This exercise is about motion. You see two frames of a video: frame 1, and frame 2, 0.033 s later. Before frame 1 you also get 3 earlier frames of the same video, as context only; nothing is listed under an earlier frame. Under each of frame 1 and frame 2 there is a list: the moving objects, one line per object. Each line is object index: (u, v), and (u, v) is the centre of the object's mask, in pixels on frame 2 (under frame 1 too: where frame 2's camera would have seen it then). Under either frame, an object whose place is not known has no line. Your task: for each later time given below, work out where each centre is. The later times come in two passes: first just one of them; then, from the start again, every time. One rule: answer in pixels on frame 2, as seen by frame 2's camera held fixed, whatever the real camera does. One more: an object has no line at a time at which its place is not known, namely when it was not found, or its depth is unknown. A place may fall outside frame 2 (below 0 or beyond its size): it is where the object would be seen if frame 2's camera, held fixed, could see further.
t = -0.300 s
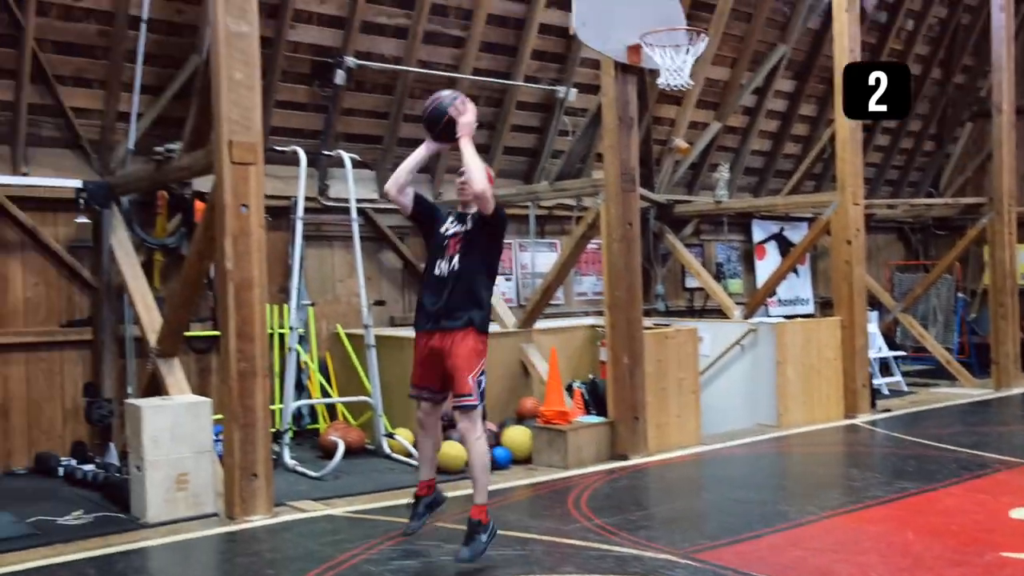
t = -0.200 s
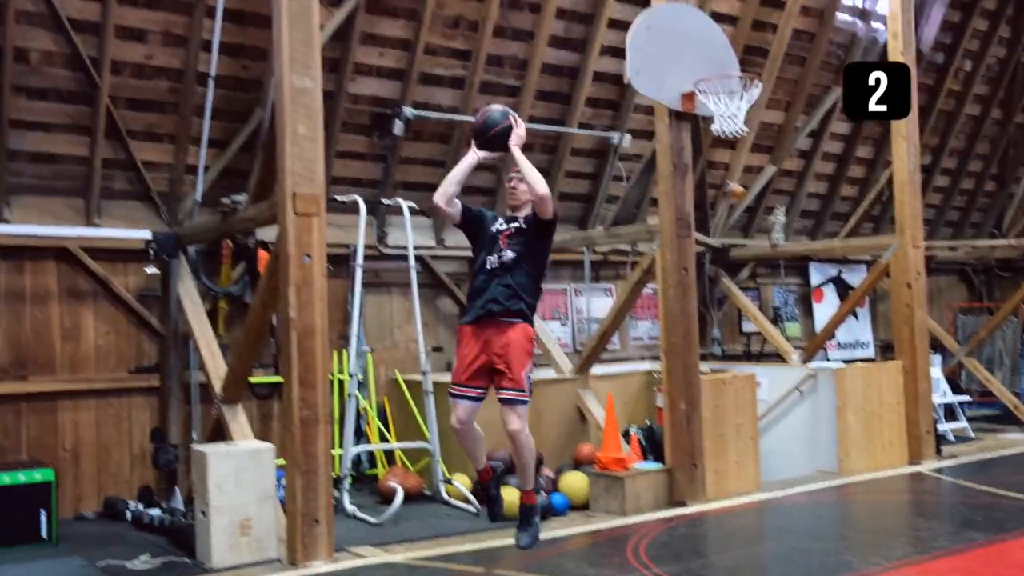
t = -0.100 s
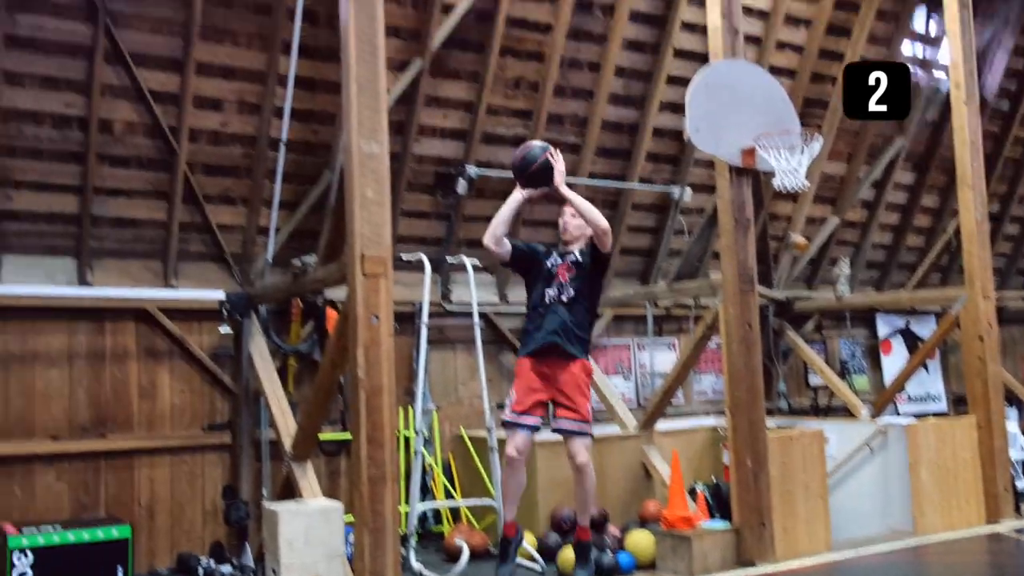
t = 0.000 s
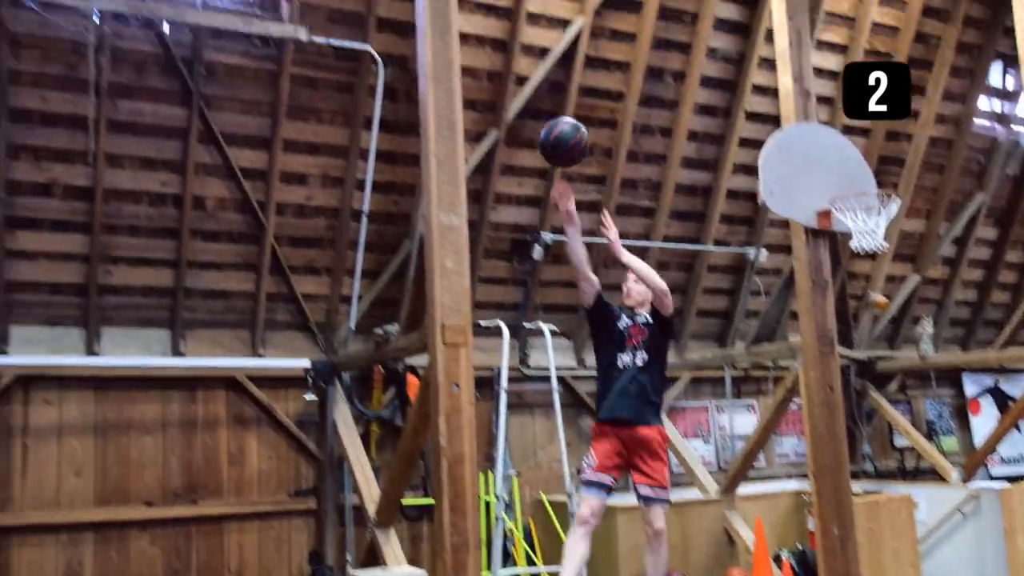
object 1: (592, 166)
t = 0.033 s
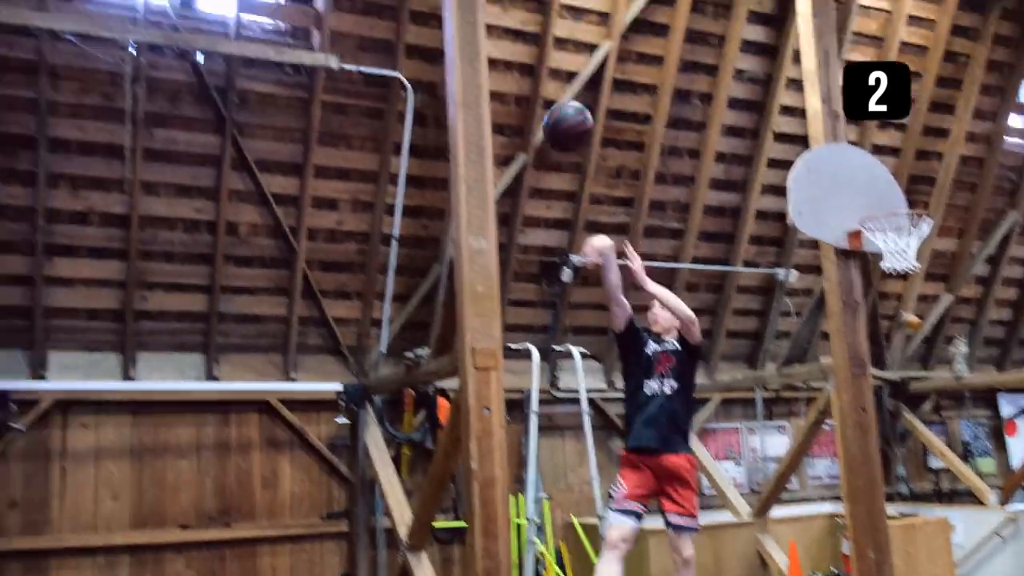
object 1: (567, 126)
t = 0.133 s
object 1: (490, 13)
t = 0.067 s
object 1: (543, 88)
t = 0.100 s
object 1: (517, 51)
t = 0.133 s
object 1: (490, 13)
